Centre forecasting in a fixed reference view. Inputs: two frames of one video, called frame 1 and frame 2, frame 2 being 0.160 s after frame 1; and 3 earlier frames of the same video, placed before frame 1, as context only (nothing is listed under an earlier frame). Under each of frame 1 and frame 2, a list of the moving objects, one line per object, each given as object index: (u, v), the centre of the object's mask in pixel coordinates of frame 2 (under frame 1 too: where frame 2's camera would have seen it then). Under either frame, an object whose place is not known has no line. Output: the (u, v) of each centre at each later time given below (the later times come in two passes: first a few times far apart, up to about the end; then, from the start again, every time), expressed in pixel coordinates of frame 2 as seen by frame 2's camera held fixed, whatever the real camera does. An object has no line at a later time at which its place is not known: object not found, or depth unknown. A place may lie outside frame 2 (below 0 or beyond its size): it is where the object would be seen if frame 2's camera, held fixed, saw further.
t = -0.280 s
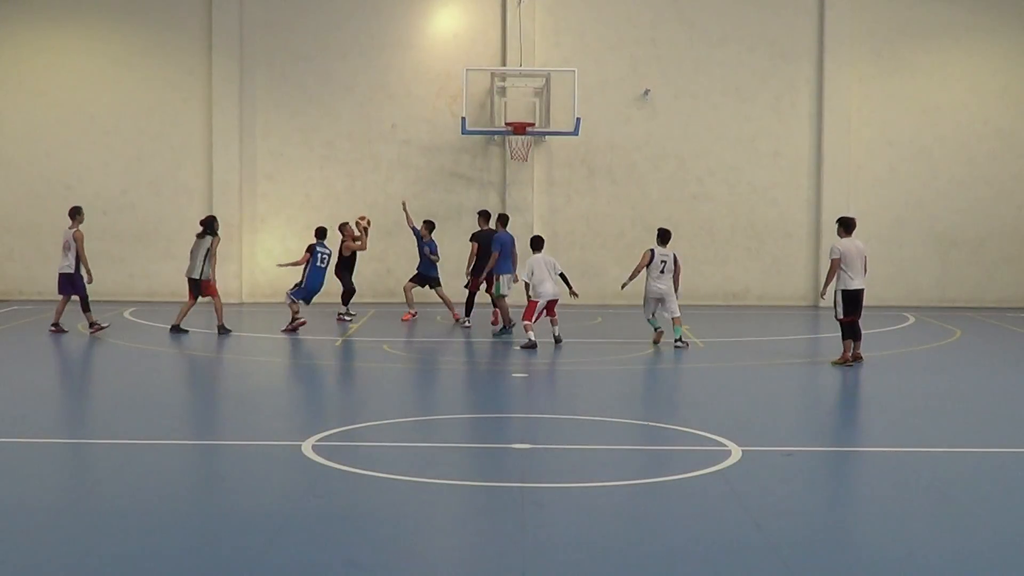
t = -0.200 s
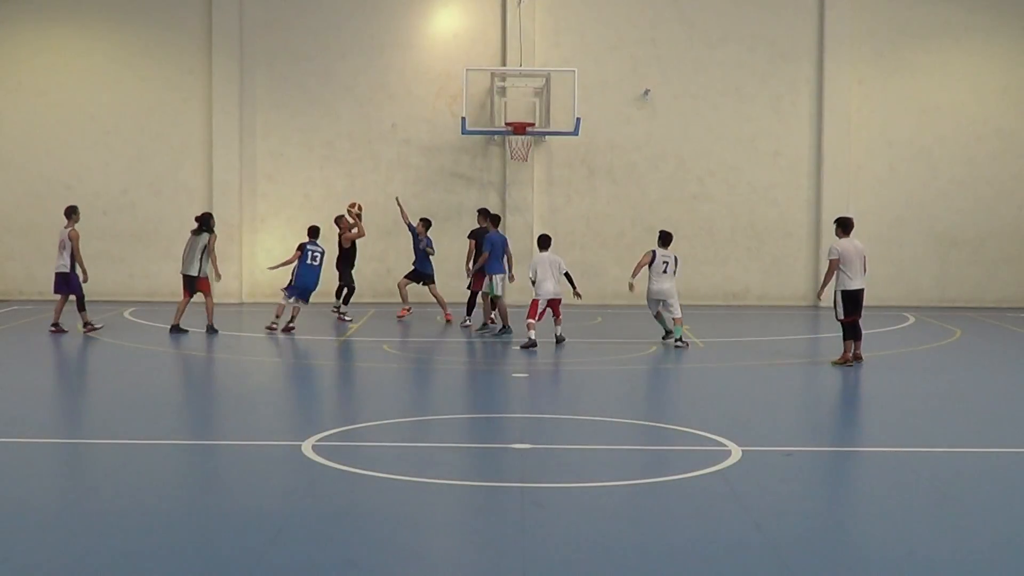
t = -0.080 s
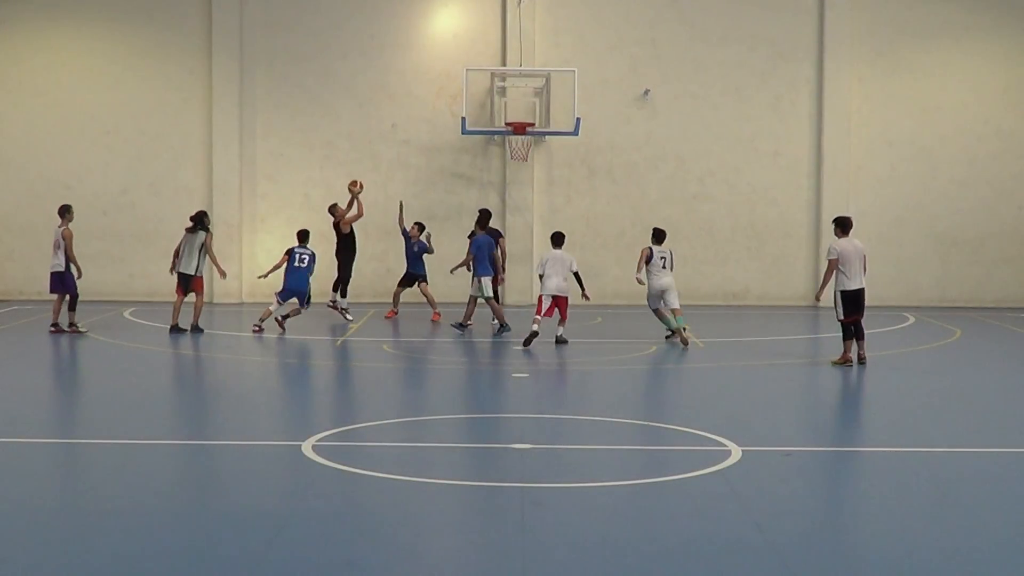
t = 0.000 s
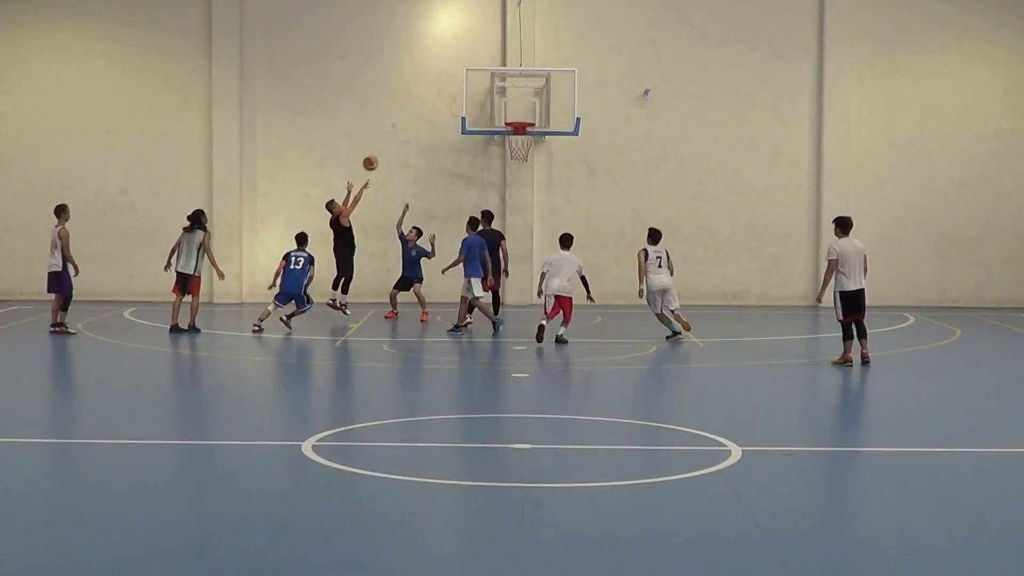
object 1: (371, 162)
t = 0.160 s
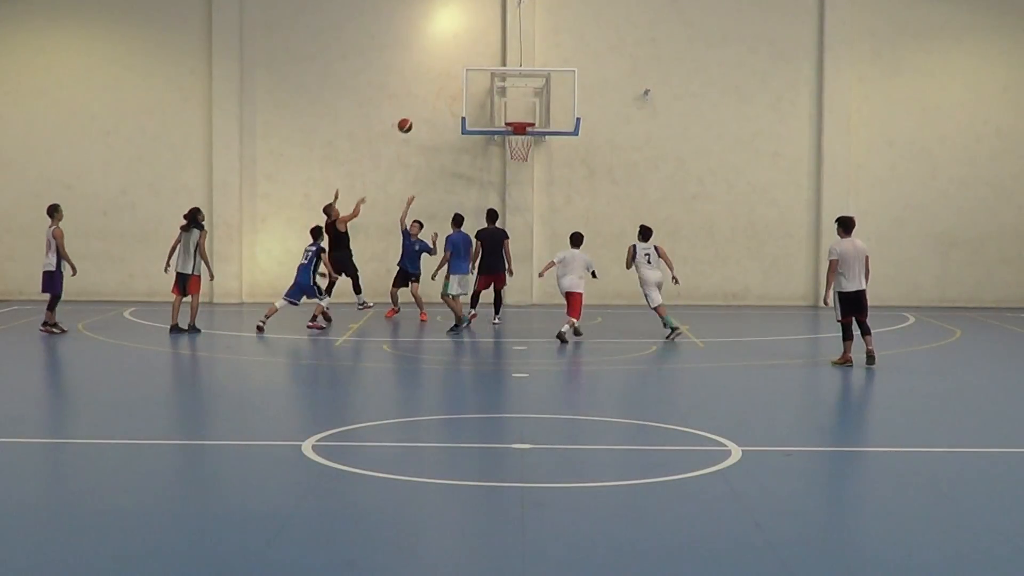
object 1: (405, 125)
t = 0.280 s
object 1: (429, 109)
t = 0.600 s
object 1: (421, 115)
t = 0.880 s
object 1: (368, 175)
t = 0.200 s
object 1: (412, 118)
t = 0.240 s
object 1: (421, 114)
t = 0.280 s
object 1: (429, 109)
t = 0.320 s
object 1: (439, 105)
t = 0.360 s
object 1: (445, 103)
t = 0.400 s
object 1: (453, 102)
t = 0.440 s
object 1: (449, 103)
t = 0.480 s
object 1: (442, 104)
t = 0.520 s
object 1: (437, 106)
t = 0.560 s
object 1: (429, 110)
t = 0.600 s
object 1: (421, 115)
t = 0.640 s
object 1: (411, 120)
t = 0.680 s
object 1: (403, 128)
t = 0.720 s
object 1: (395, 136)
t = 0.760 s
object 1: (388, 144)
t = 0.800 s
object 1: (381, 154)
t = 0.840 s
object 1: (375, 164)
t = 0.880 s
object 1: (368, 175)
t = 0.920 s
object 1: (362, 187)
